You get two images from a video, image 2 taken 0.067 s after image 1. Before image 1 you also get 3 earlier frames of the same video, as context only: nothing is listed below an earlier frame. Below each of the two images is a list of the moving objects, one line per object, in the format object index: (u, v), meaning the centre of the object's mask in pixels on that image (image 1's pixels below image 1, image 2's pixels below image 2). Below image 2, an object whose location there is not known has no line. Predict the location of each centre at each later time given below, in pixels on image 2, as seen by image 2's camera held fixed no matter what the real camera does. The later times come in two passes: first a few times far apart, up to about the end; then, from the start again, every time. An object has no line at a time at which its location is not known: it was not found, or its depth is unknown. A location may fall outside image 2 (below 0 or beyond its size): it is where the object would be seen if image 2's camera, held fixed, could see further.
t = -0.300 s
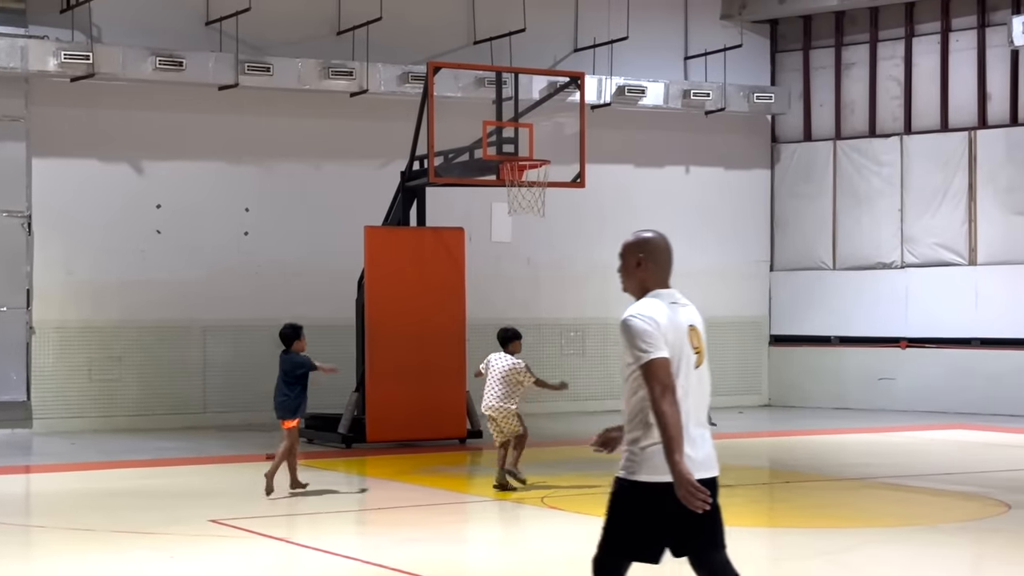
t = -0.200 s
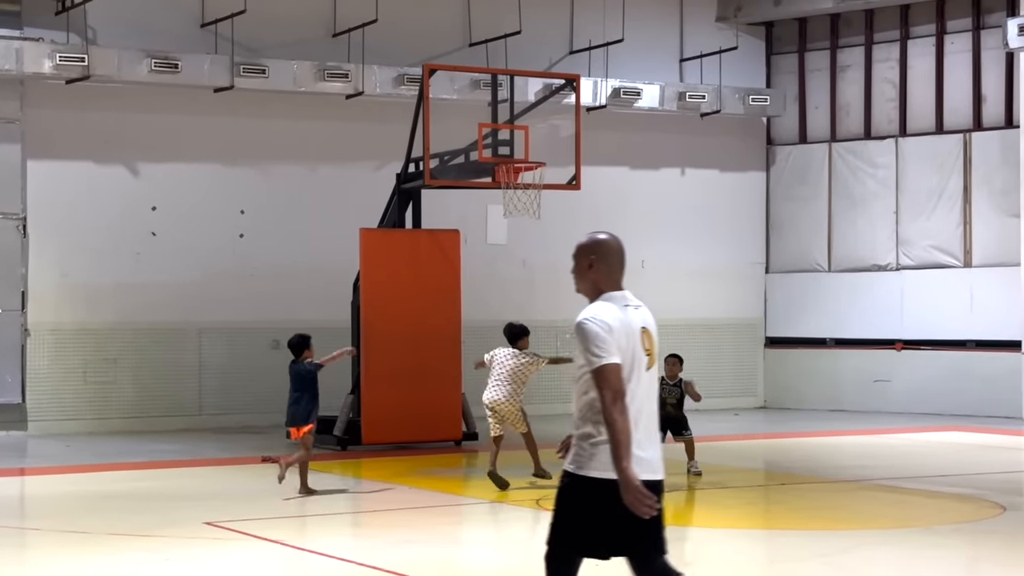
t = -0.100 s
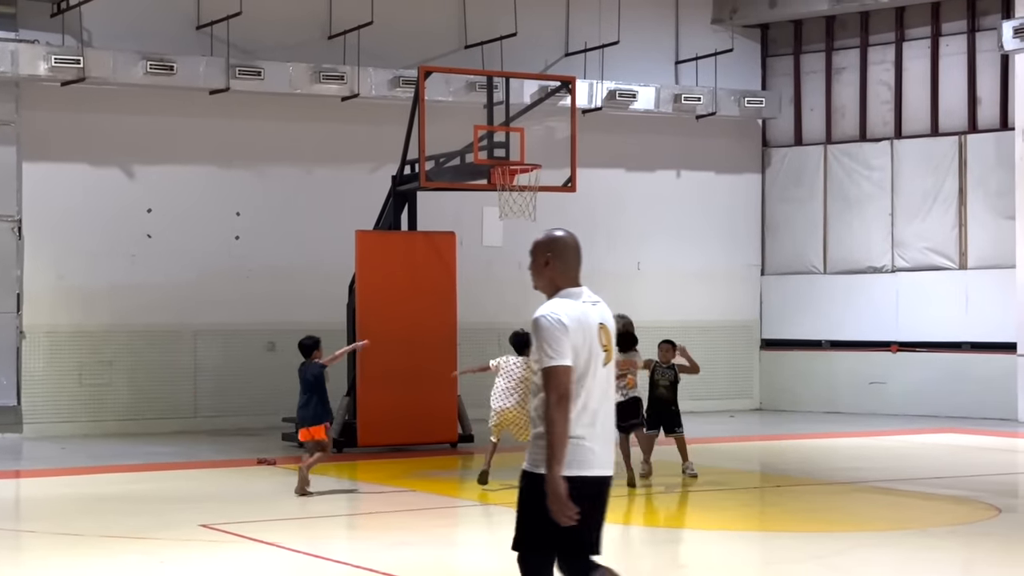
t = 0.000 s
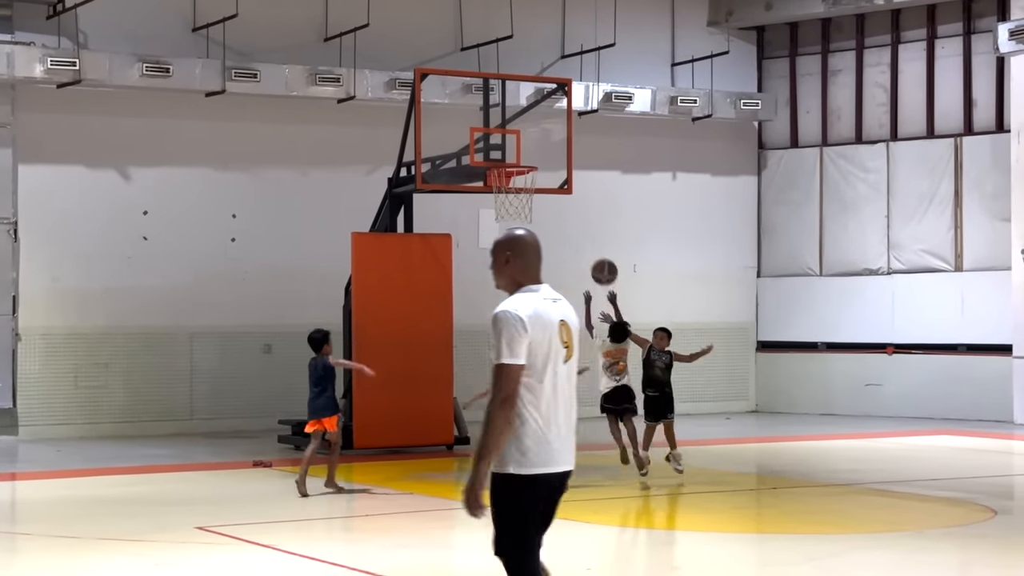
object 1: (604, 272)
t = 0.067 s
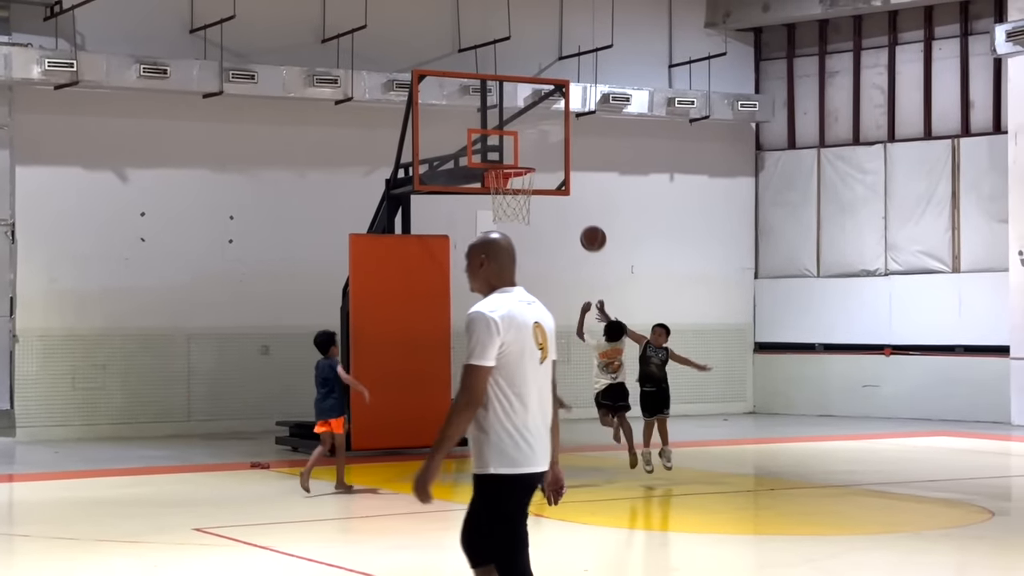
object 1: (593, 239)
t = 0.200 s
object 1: (578, 186)
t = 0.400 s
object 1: (552, 145)
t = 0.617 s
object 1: (529, 146)
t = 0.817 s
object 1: (510, 179)
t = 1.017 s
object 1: (489, 204)
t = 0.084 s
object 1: (591, 231)
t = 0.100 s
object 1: (589, 223)
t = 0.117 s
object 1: (587, 216)
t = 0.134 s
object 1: (584, 209)
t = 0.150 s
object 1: (582, 203)
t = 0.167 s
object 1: (580, 197)
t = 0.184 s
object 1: (579, 191)
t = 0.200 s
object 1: (578, 186)
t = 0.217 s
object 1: (575, 180)
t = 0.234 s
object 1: (572, 176)
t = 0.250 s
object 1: (570, 172)
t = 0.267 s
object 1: (568, 168)
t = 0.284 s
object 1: (566, 164)
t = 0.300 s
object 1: (564, 160)
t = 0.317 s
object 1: (562, 157)
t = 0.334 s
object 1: (560, 154)
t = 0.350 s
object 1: (558, 152)
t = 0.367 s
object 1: (556, 149)
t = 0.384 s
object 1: (554, 147)
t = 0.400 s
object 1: (552, 145)
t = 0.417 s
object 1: (551, 143)
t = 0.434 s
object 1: (549, 142)
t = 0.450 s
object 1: (547, 141)
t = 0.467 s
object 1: (545, 141)
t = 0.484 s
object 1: (543, 140)
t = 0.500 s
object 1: (541, 140)
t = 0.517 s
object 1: (539, 140)
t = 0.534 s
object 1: (538, 140)
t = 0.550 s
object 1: (536, 141)
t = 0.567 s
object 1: (534, 142)
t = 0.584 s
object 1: (532, 143)
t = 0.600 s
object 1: (531, 144)
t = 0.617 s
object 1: (529, 146)
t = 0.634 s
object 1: (528, 148)
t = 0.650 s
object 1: (526, 150)
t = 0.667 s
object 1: (524, 153)
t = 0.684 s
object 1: (522, 156)
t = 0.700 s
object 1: (521, 158)
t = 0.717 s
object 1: (519, 160)
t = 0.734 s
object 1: (517, 163)
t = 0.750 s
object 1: (516, 168)
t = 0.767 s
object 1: (514, 171)
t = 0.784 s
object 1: (512, 174)
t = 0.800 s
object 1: (511, 176)
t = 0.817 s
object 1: (510, 179)
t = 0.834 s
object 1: (505, 180)
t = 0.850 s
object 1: (501, 183)
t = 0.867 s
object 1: (500, 188)
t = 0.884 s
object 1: (497, 188)
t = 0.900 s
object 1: (494, 194)
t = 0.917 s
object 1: (493, 196)
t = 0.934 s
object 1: (493, 197)
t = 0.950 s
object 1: (492, 197)
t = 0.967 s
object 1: (492, 199)
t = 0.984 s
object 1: (491, 200)
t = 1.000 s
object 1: (490, 202)
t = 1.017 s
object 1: (489, 204)
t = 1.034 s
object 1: (489, 205)
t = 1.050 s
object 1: (489, 209)
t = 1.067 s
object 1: (488, 211)
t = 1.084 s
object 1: (488, 214)
